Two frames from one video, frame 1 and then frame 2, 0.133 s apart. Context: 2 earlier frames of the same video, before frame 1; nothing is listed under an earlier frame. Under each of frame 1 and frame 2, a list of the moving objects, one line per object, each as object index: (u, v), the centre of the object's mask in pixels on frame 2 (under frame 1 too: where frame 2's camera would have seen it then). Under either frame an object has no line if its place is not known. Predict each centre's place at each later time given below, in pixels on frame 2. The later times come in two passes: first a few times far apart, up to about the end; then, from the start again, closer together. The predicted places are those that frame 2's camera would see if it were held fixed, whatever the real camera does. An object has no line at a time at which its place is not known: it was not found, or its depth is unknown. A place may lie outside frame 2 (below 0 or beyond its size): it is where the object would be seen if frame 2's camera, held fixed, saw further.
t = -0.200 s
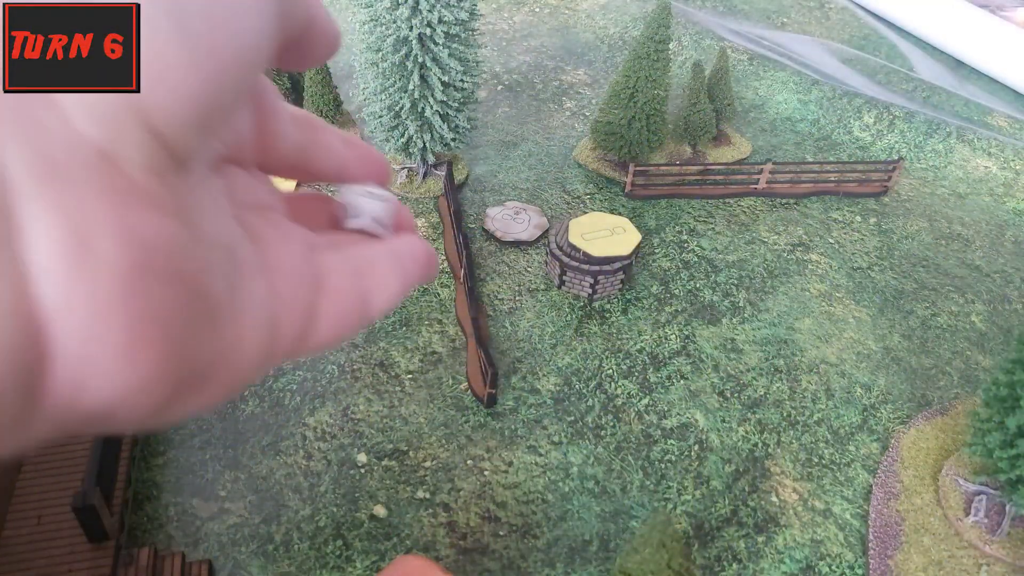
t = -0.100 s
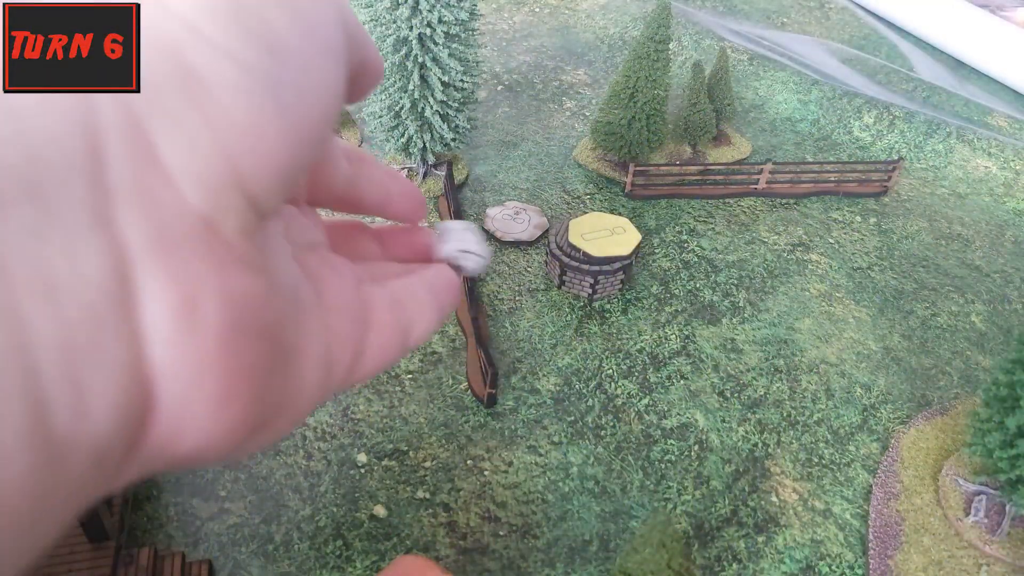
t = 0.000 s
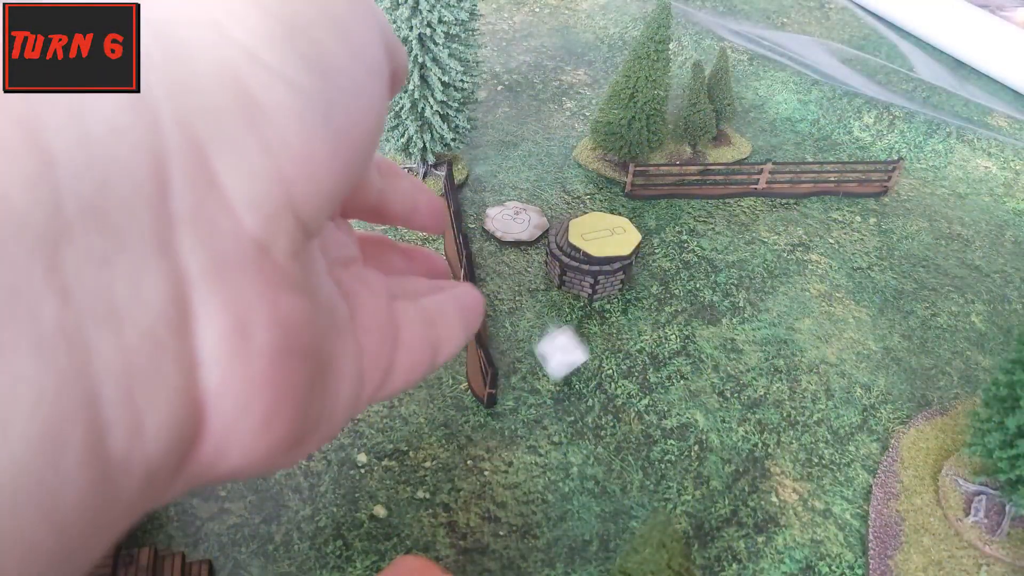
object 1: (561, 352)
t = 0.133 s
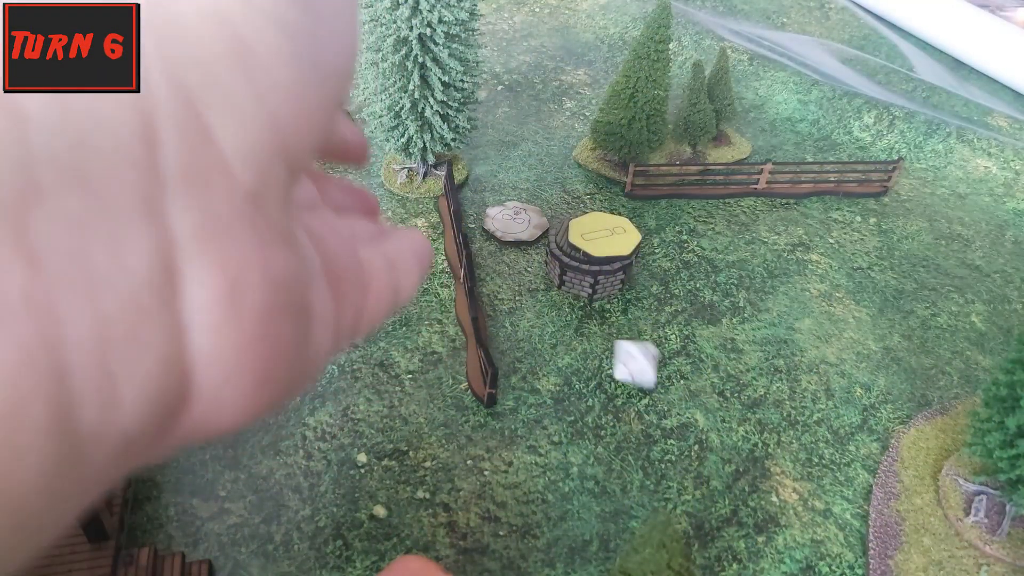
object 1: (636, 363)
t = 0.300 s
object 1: (665, 444)
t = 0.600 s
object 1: (700, 543)
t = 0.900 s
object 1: (700, 543)
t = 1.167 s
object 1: (700, 543)
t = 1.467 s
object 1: (700, 543)
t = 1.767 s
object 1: (700, 543)
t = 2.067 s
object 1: (699, 543)
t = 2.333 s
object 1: (700, 544)
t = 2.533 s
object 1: (699, 544)
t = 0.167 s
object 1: (647, 374)
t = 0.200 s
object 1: (654, 388)
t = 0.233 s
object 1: (658, 404)
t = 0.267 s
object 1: (660, 423)
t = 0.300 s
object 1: (665, 444)
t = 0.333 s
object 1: (676, 470)
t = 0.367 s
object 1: (682, 490)
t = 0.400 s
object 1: (690, 509)
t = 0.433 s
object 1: (696, 525)
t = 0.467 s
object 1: (699, 536)
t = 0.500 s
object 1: (700, 542)
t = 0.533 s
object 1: (700, 543)
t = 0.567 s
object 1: (700, 543)
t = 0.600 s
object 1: (700, 543)
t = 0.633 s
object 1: (700, 543)
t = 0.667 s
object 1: (700, 543)
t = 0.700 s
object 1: (700, 543)
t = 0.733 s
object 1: (700, 543)
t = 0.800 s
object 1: (700, 543)
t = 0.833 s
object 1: (700, 543)
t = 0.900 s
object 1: (700, 543)
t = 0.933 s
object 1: (700, 543)
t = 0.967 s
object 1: (700, 543)
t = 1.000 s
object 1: (700, 543)
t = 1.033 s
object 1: (700, 543)
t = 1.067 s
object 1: (700, 543)
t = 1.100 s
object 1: (700, 543)
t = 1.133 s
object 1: (700, 543)
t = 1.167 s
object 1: (700, 543)
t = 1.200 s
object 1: (700, 543)
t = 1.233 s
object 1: (700, 543)
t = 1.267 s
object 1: (700, 543)
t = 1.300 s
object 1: (700, 543)
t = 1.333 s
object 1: (700, 543)
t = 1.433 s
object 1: (700, 543)
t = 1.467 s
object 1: (700, 543)
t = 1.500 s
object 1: (699, 543)
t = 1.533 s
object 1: (700, 543)
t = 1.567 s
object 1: (700, 543)
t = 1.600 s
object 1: (699, 543)
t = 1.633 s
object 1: (699, 543)
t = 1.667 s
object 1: (699, 543)
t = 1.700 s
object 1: (700, 543)
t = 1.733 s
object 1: (699, 543)
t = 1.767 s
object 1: (700, 543)
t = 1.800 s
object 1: (699, 543)
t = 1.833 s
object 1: (699, 543)
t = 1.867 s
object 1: (700, 543)
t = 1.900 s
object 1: (699, 543)
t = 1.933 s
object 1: (699, 543)
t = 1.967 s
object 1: (700, 543)
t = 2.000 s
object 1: (699, 543)
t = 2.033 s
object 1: (700, 543)
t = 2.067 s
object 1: (699, 543)
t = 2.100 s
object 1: (700, 543)
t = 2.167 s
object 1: (700, 544)
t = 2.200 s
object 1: (699, 544)
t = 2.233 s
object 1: (700, 544)
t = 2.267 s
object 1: (699, 544)
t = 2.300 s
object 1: (700, 544)
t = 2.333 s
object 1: (700, 544)
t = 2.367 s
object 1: (700, 544)
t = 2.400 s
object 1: (700, 544)
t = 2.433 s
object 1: (699, 544)
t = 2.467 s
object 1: (700, 544)
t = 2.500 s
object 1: (699, 544)
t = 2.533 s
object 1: (699, 544)
